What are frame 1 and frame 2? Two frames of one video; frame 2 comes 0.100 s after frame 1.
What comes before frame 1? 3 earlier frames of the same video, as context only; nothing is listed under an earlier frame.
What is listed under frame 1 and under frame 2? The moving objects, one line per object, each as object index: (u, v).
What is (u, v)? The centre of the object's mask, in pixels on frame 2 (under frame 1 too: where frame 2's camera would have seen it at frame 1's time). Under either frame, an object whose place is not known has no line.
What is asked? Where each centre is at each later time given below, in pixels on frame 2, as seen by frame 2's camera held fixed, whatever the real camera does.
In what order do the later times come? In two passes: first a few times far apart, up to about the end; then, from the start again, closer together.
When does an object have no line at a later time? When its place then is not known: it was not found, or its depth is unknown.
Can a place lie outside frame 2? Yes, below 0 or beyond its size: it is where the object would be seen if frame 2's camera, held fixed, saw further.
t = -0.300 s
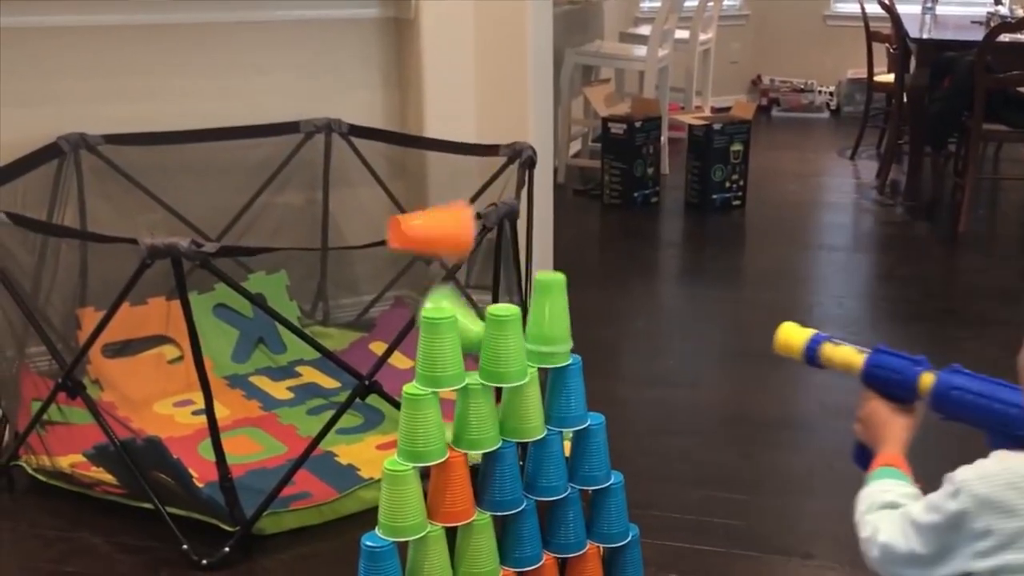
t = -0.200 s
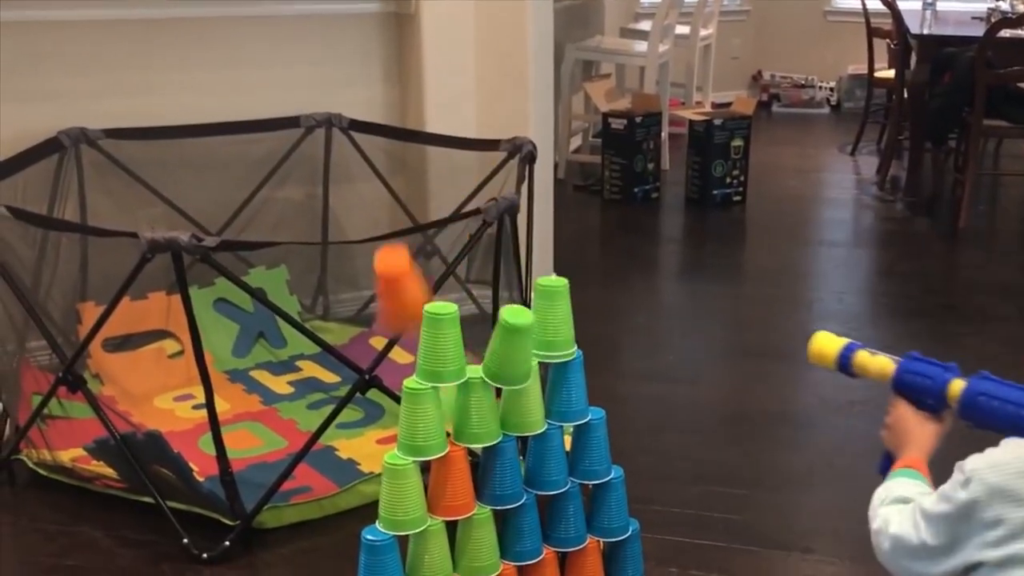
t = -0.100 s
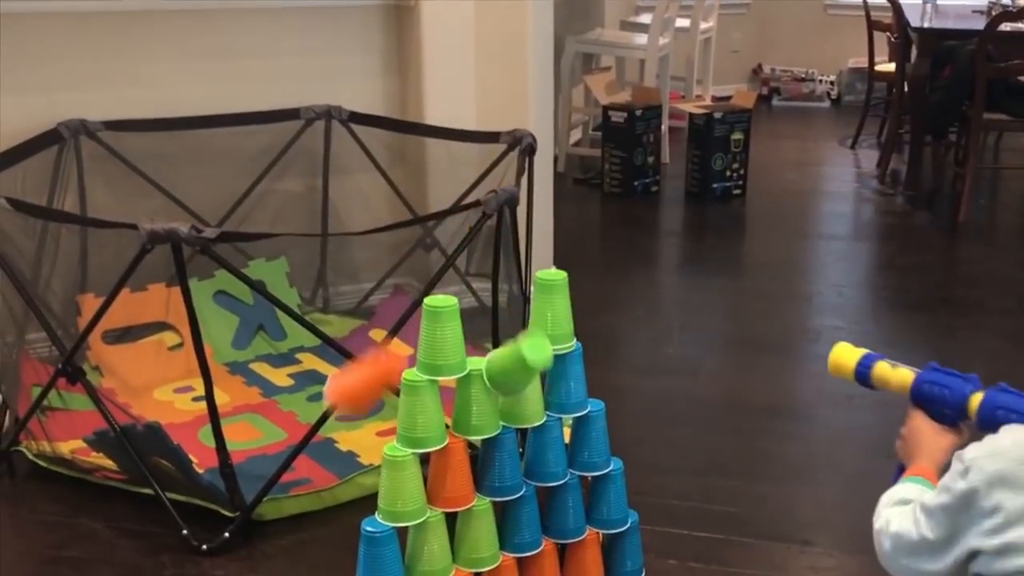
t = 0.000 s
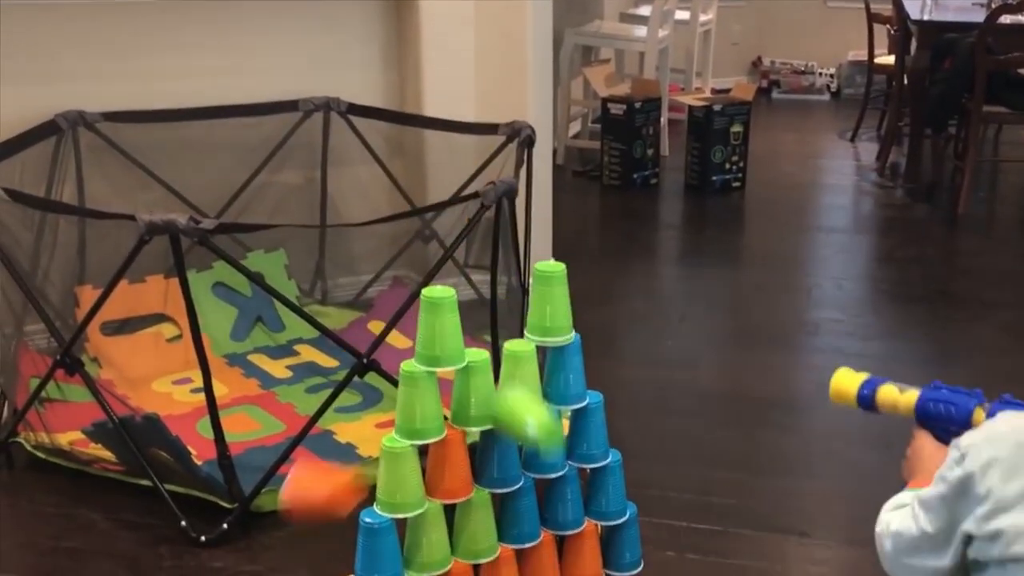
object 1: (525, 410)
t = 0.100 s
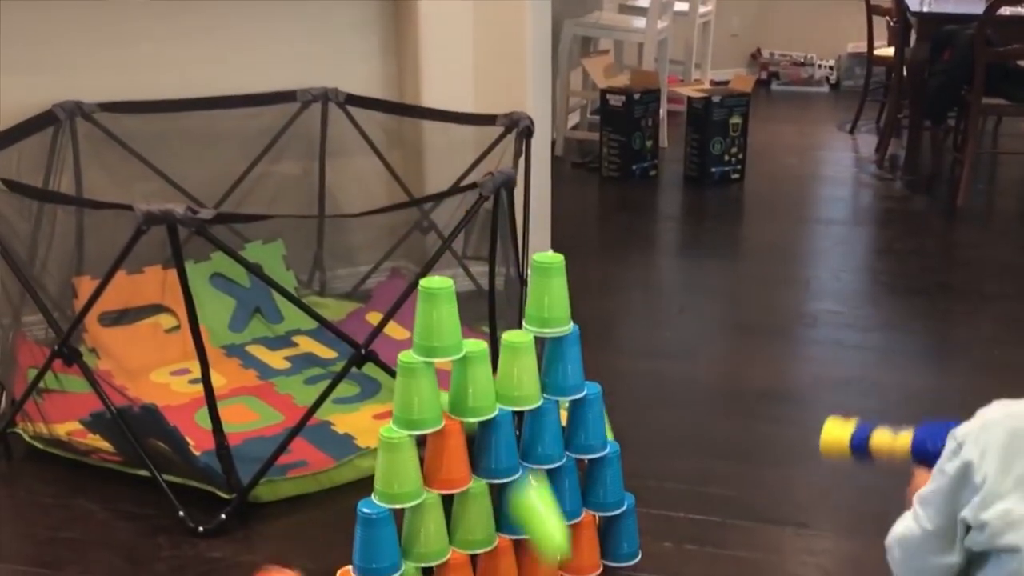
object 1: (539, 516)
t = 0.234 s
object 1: (545, 563)
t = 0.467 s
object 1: (542, 590)
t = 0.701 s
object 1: (539, 595)
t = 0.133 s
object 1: (543, 553)
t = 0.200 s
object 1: (540, 565)
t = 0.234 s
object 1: (545, 563)
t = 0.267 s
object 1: (544, 558)
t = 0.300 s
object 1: (545, 555)
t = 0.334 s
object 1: (544, 556)
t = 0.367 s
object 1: (543, 563)
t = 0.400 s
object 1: (543, 575)
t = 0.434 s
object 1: (545, 588)
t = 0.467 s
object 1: (542, 590)
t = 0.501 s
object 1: (540, 586)
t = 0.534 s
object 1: (541, 585)
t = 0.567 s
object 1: (540, 586)
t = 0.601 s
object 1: (542, 591)
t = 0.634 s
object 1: (541, 591)
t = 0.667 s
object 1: (540, 594)
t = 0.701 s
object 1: (539, 595)
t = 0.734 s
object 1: (538, 596)
